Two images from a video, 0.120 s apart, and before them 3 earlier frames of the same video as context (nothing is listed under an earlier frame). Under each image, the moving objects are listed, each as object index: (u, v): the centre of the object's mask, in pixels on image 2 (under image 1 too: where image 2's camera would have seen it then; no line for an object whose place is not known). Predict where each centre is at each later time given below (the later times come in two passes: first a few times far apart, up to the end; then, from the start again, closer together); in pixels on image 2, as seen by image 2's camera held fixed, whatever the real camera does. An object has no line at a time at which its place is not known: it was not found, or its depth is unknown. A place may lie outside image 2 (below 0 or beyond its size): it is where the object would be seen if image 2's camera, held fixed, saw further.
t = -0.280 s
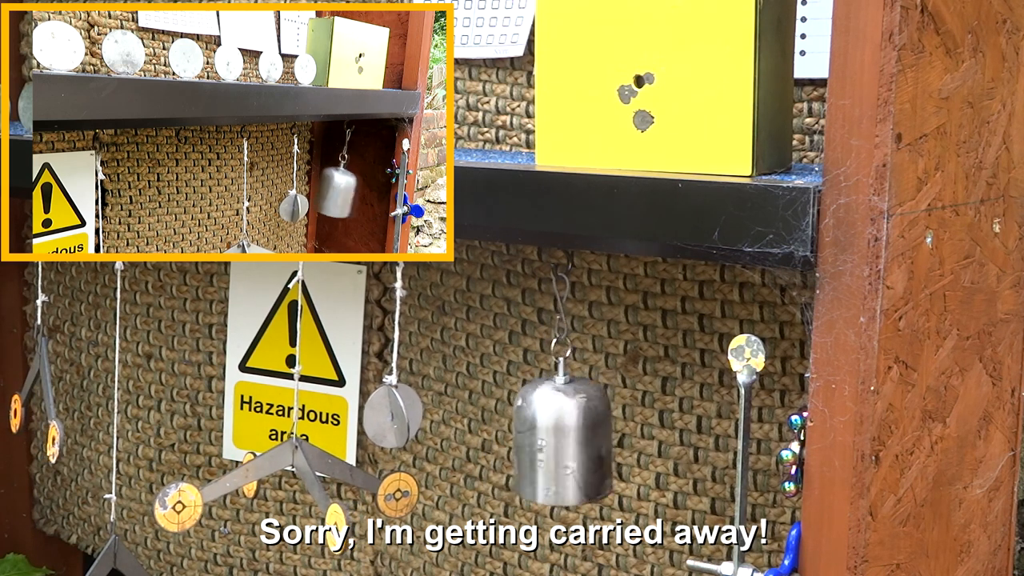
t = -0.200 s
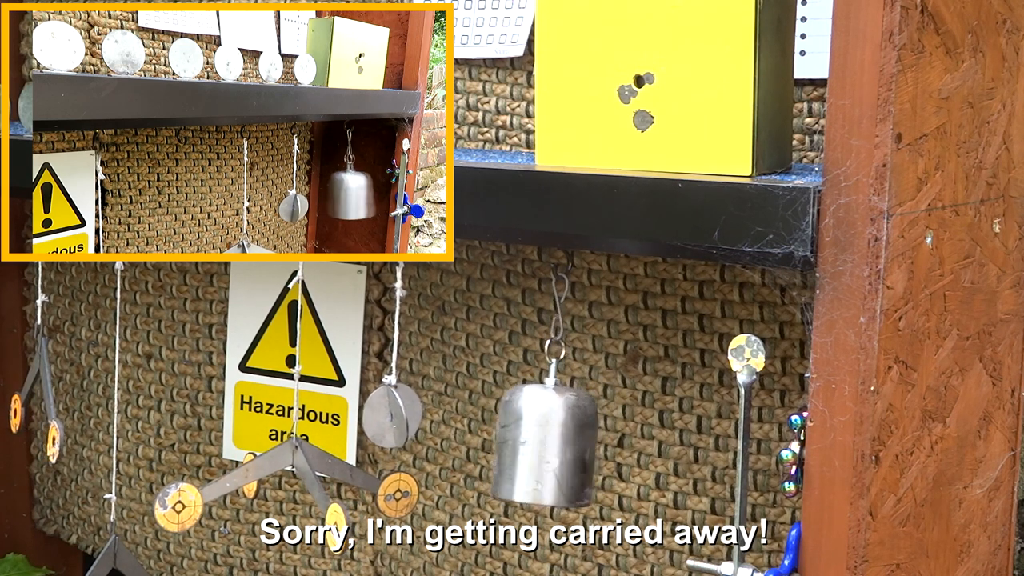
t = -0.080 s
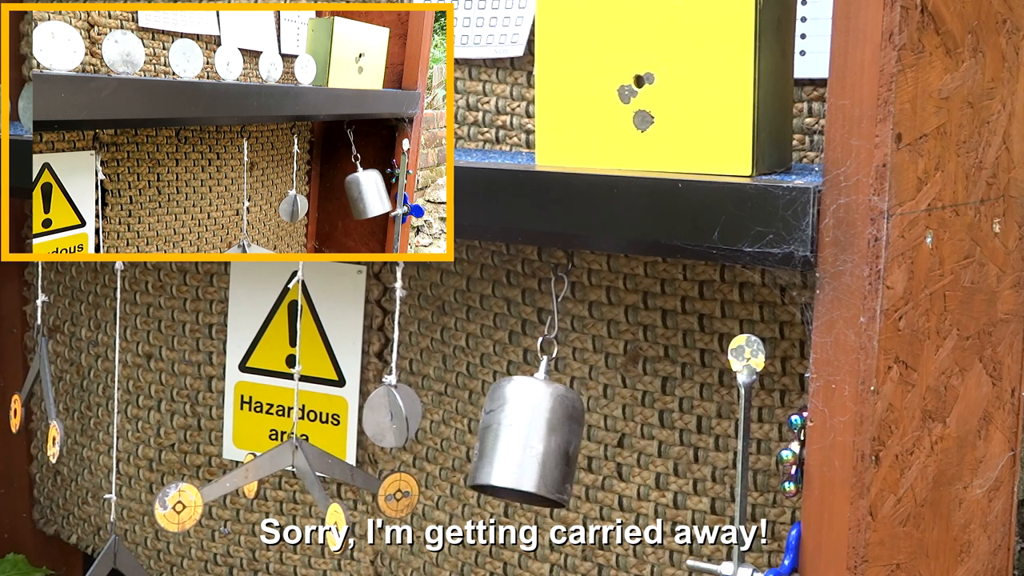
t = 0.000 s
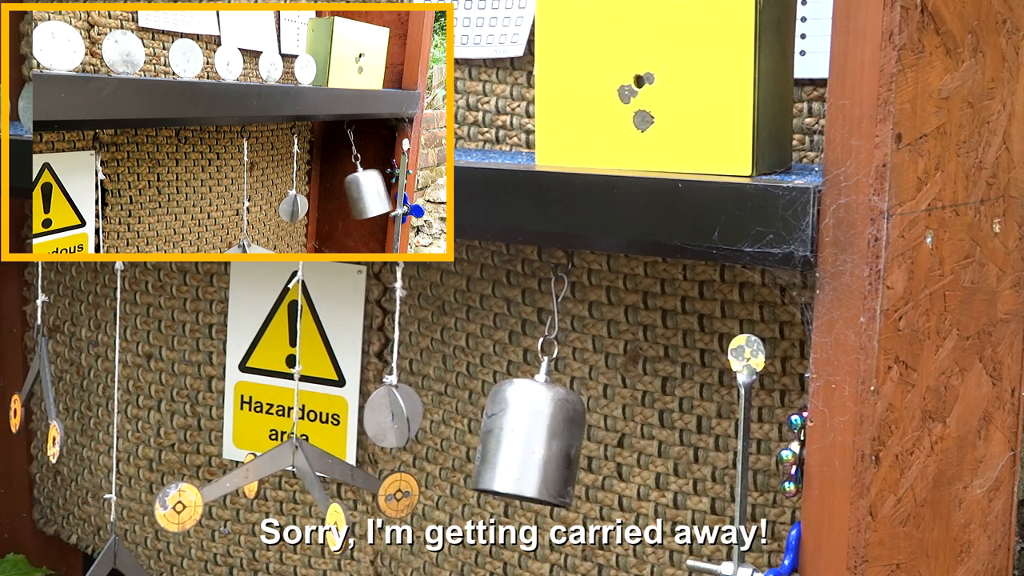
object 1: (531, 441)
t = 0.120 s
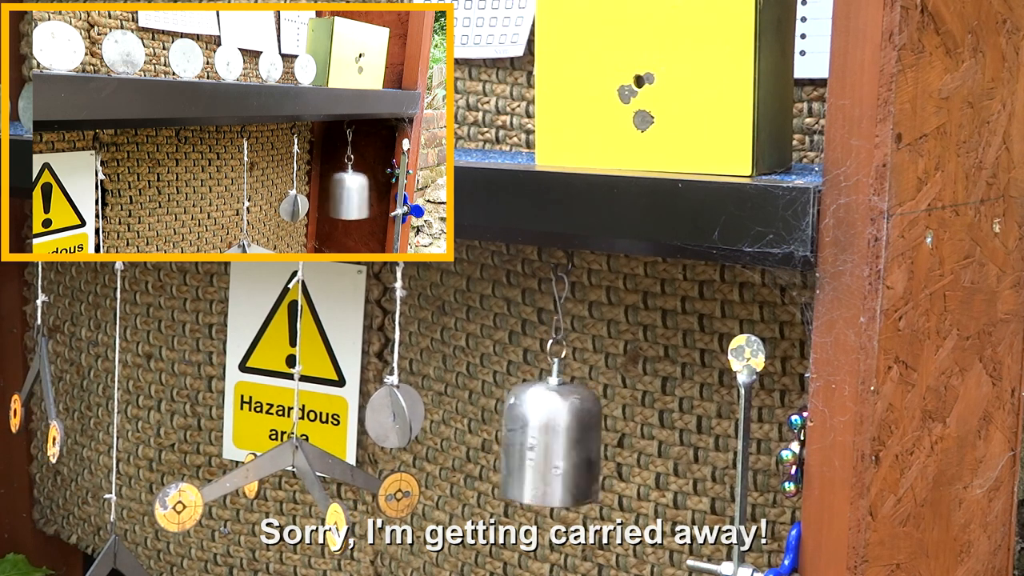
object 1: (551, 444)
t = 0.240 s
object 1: (574, 429)
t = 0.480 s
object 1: (551, 444)
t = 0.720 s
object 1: (531, 441)
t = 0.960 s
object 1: (575, 429)
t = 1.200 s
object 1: (549, 444)
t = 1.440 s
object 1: (530, 441)
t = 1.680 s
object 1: (578, 429)
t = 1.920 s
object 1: (546, 444)
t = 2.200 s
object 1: (539, 444)
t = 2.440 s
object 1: (580, 429)
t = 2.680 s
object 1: (534, 442)
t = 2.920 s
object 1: (541, 444)
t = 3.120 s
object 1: (582, 430)
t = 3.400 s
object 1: (531, 441)
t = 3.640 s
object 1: (543, 444)
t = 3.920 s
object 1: (578, 435)
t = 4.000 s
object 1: (559, 443)
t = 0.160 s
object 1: (560, 439)
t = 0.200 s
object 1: (567, 433)
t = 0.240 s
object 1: (574, 429)
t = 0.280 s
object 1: (576, 427)
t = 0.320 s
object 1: (577, 427)
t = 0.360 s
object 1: (574, 431)
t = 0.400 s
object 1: (569, 437)
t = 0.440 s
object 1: (560, 441)
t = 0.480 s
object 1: (551, 444)
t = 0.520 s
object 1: (543, 444)
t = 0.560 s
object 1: (536, 442)
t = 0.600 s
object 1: (530, 441)
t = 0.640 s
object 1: (527, 441)
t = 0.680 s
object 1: (527, 441)
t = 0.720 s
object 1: (531, 441)
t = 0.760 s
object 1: (536, 443)
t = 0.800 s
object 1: (544, 444)
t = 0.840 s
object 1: (553, 443)
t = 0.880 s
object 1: (562, 439)
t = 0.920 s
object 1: (570, 433)
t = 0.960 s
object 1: (575, 429)
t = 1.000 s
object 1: (578, 427)
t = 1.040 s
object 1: (577, 429)
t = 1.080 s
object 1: (573, 433)
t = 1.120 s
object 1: (567, 438)
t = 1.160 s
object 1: (559, 443)
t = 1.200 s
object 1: (549, 444)
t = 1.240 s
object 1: (540, 443)
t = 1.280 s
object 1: (533, 441)
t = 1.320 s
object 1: (528, 441)
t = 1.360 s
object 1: (525, 440)
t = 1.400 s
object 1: (526, 441)
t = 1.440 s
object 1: (530, 441)
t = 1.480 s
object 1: (537, 443)
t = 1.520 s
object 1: (546, 444)
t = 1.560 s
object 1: (556, 442)
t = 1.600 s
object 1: (565, 437)
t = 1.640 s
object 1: (573, 433)
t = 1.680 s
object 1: (578, 429)
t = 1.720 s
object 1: (579, 428)
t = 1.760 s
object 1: (578, 430)
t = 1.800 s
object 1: (573, 435)
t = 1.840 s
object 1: (565, 440)
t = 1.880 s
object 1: (556, 443)
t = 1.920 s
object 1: (546, 444)
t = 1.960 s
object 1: (537, 443)
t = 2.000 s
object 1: (530, 440)
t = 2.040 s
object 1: (525, 440)
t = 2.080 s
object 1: (524, 440)
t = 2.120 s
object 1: (526, 440)
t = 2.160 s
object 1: (531, 442)
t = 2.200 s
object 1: (539, 444)
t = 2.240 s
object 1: (549, 444)
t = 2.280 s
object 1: (559, 441)
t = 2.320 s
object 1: (568, 436)
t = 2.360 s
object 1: (576, 432)
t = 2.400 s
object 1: (580, 429)
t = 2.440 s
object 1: (580, 429)
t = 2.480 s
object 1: (578, 432)
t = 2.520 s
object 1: (572, 437)
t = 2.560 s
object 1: (564, 441)
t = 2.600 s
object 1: (553, 444)
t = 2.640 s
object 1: (542, 444)
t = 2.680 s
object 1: (534, 442)
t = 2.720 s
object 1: (527, 440)
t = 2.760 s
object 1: (523, 440)
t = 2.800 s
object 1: (523, 440)
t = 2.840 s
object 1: (526, 440)
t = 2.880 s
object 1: (532, 443)
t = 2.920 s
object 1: (541, 444)
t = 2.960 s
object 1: (552, 443)
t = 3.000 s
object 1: (563, 440)
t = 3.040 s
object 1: (572, 436)
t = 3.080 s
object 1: (578, 431)
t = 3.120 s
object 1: (582, 430)
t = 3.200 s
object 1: (578, 433)
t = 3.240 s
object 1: (571, 438)
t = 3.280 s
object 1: (561, 442)
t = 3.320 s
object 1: (551, 444)
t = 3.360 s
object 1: (540, 444)
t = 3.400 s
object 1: (531, 441)
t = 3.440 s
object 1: (525, 440)
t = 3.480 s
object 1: (521, 439)
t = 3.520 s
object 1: (522, 439)
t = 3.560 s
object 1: (526, 440)
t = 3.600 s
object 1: (534, 443)
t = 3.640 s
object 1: (543, 444)
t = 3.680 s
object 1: (555, 443)
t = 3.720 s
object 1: (565, 439)
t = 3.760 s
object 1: (575, 435)
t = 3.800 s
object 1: (581, 431)
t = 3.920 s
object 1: (578, 435)
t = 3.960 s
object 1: (570, 440)
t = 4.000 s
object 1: (559, 443)
